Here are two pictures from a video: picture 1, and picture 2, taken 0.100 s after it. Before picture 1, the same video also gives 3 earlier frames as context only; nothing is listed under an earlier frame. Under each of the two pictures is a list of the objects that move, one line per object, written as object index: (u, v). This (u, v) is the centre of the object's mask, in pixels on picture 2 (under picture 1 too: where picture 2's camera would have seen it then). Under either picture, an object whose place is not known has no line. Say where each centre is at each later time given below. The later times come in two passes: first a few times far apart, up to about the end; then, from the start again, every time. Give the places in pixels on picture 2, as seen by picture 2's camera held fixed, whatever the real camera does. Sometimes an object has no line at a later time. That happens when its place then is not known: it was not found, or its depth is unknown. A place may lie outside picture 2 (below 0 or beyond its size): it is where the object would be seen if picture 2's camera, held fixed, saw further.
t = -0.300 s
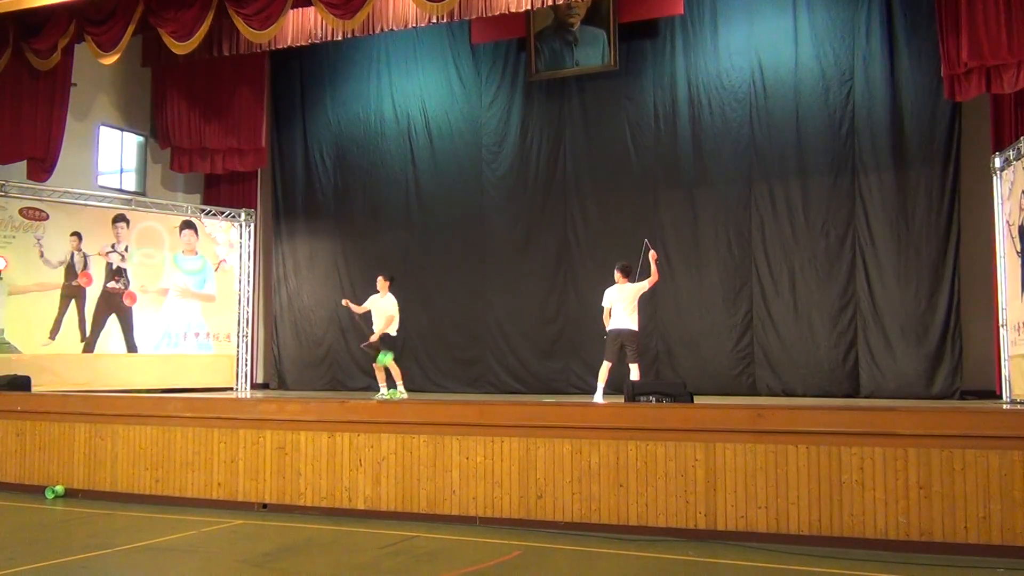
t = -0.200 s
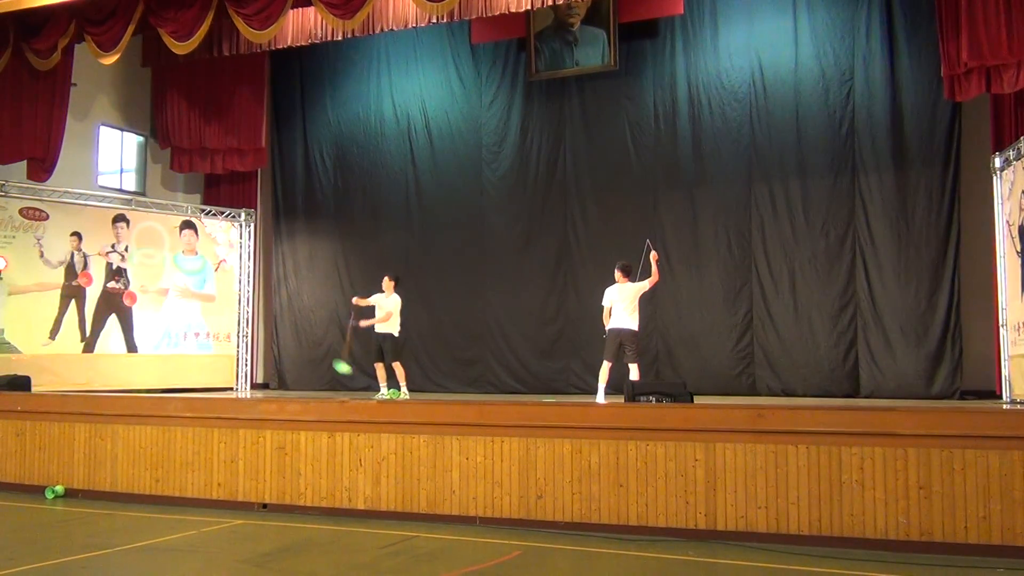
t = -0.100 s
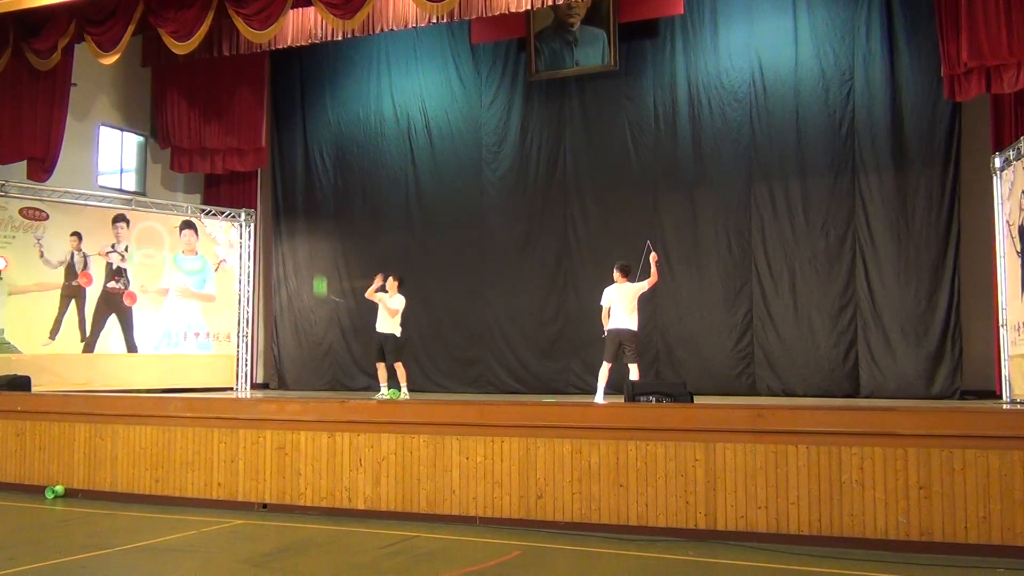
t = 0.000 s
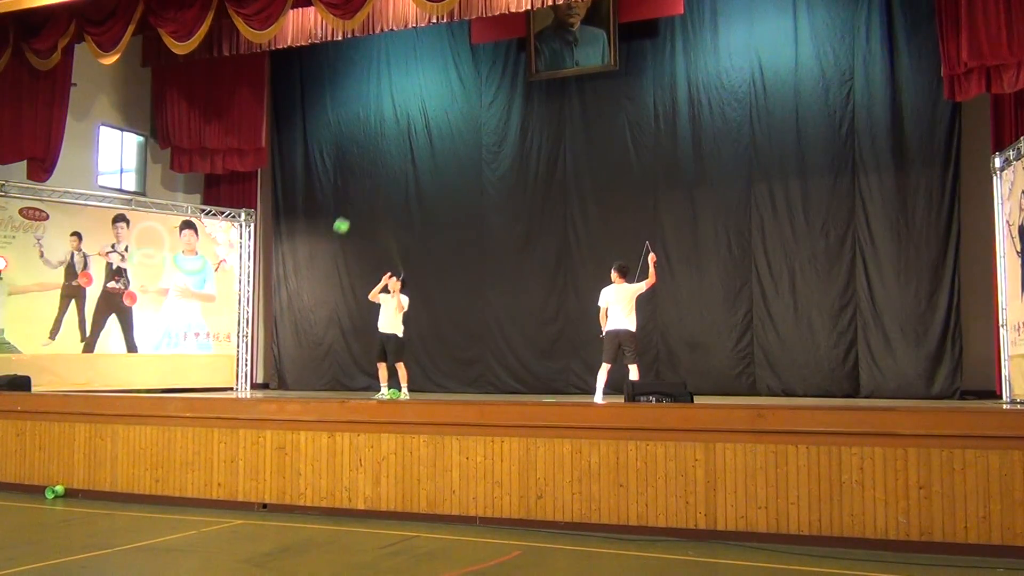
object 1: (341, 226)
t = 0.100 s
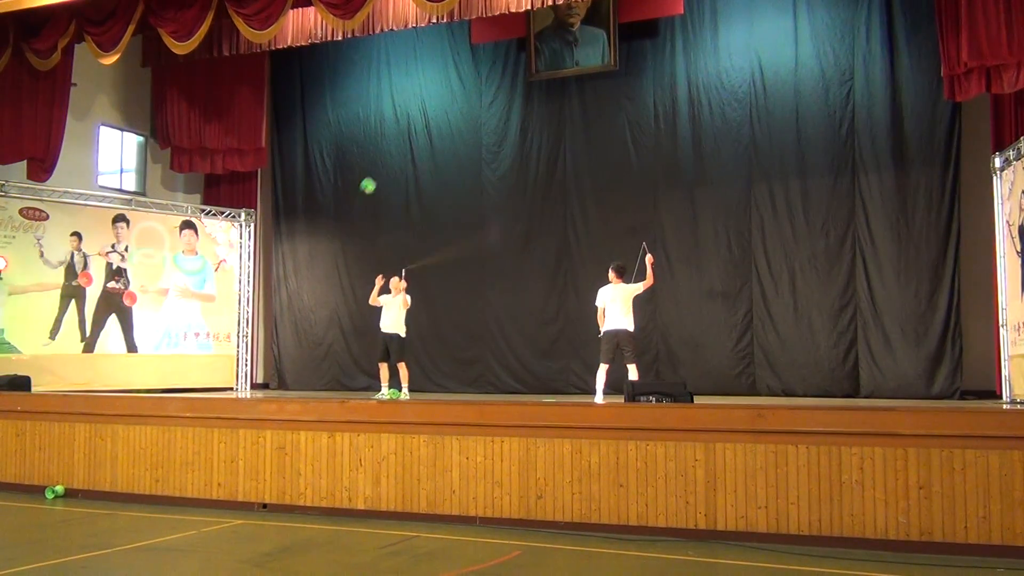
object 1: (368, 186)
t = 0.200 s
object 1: (395, 153)
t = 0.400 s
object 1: (448, 108)
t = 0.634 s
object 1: (511, 91)
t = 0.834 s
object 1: (565, 107)
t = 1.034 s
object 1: (619, 154)
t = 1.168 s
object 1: (656, 202)
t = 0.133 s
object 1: (377, 174)
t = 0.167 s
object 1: (386, 163)
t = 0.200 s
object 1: (395, 153)
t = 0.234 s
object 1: (403, 143)
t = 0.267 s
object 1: (412, 135)
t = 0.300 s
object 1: (421, 127)
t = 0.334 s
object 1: (430, 120)
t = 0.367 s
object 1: (439, 113)
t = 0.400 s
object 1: (448, 108)
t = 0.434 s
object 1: (457, 103)
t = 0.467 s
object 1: (466, 99)
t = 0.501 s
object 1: (475, 95)
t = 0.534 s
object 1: (484, 93)
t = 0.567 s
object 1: (493, 91)
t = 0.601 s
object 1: (501, 90)
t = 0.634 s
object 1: (511, 91)
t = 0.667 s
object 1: (520, 91)
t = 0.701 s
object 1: (529, 93)
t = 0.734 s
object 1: (538, 95)
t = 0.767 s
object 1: (546, 98)
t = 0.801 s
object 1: (555, 102)
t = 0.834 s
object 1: (565, 107)
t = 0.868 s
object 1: (573, 112)
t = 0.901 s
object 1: (583, 119)
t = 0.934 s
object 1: (592, 127)
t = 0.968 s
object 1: (601, 135)
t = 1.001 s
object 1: (610, 144)
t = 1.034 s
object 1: (619, 154)
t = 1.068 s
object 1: (628, 164)
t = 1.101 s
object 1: (637, 176)
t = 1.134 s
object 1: (647, 189)
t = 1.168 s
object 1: (656, 202)
